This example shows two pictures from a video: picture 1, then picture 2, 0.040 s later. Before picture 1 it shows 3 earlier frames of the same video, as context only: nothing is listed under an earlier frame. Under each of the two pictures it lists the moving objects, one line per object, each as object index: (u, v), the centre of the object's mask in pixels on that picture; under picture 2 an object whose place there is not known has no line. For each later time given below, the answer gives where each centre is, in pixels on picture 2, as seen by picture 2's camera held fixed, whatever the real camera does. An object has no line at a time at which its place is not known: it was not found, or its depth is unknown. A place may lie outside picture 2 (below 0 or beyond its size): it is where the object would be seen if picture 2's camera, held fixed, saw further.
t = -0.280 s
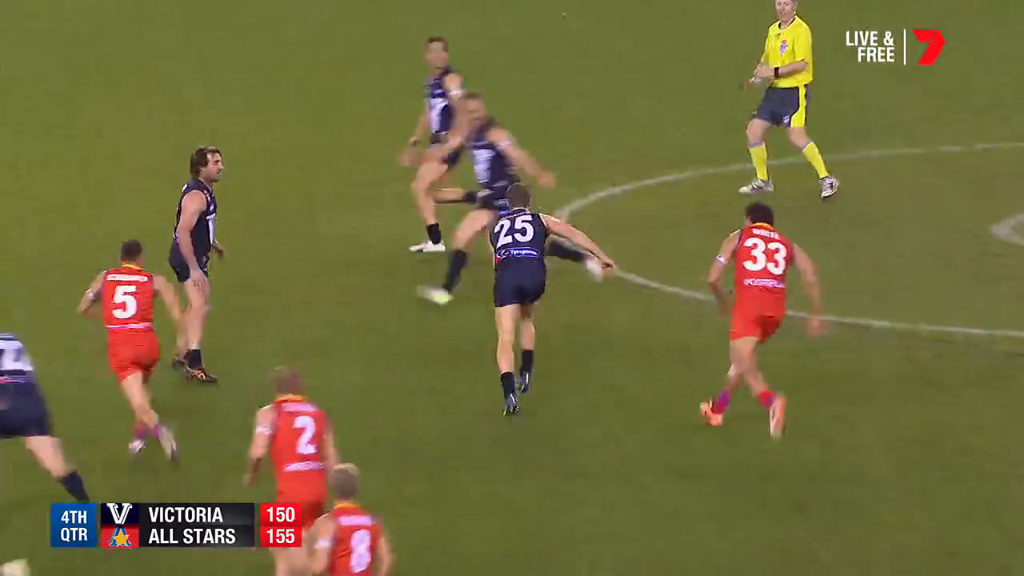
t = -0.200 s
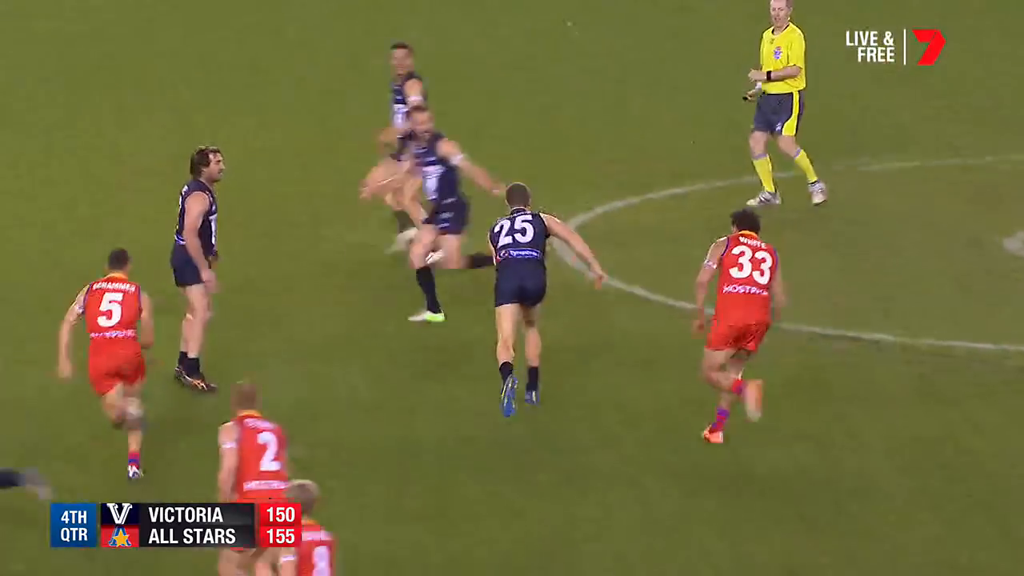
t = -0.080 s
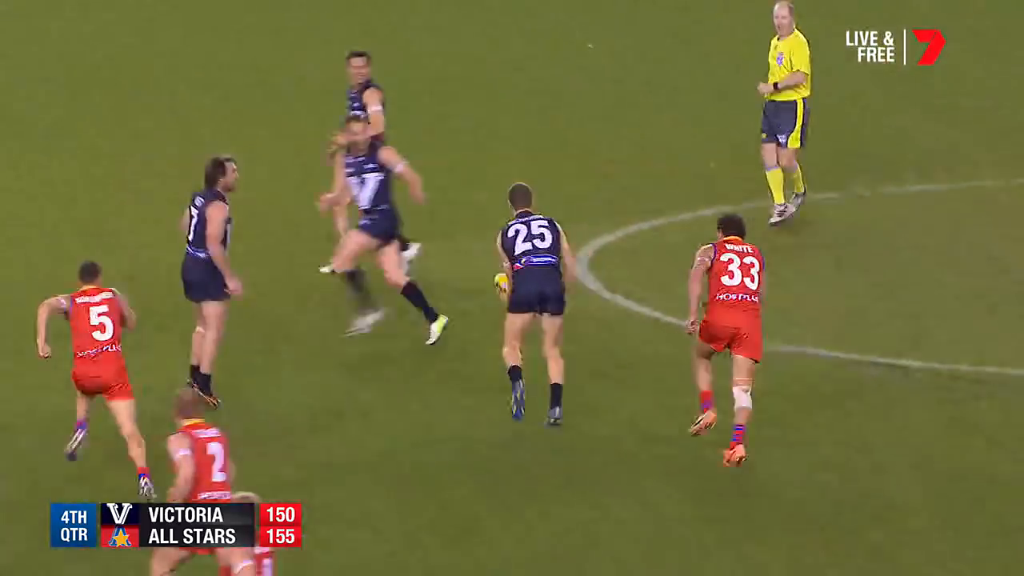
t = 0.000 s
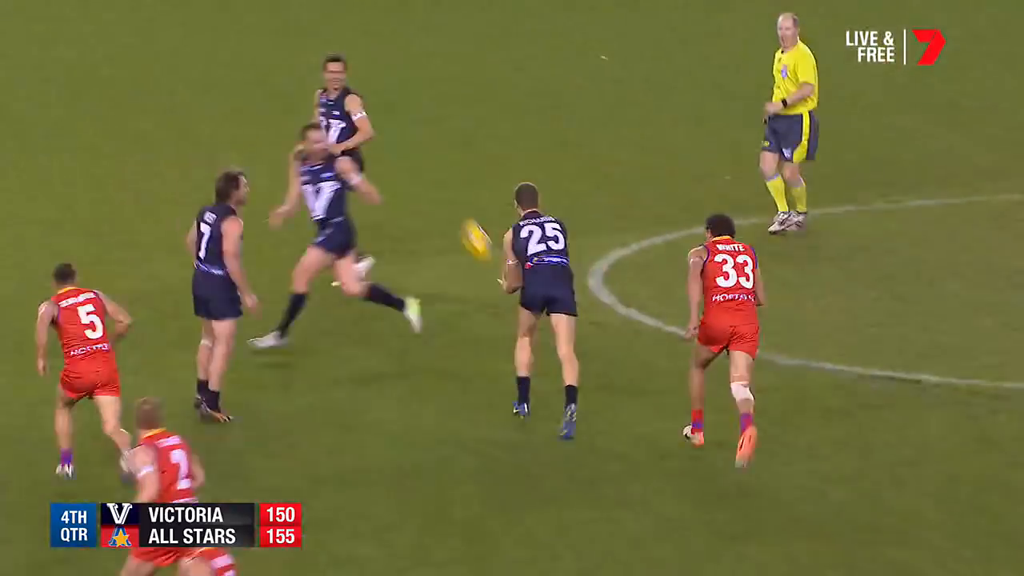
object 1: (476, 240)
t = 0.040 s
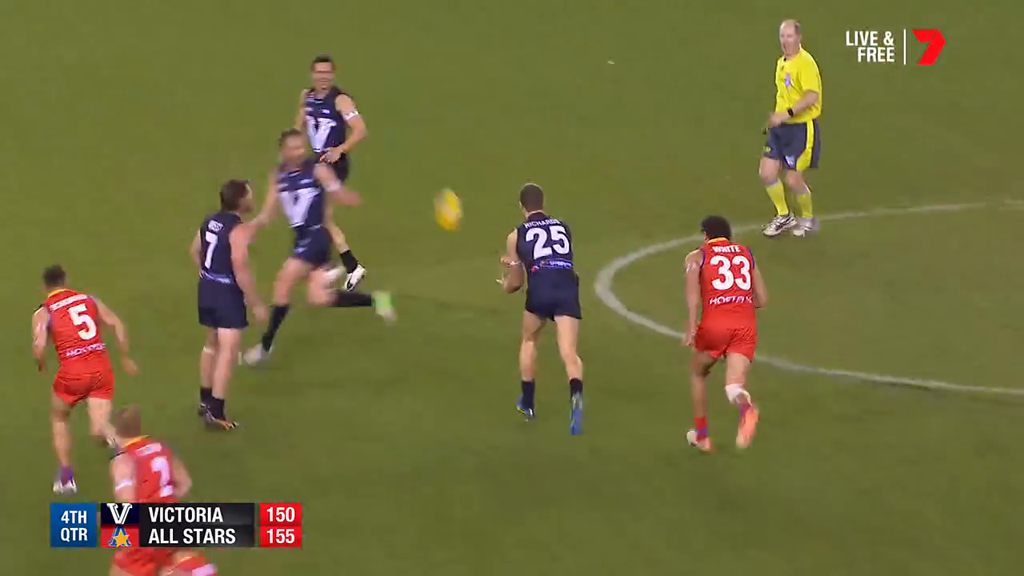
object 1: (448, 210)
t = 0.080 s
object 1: (417, 178)
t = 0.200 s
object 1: (331, 93)
